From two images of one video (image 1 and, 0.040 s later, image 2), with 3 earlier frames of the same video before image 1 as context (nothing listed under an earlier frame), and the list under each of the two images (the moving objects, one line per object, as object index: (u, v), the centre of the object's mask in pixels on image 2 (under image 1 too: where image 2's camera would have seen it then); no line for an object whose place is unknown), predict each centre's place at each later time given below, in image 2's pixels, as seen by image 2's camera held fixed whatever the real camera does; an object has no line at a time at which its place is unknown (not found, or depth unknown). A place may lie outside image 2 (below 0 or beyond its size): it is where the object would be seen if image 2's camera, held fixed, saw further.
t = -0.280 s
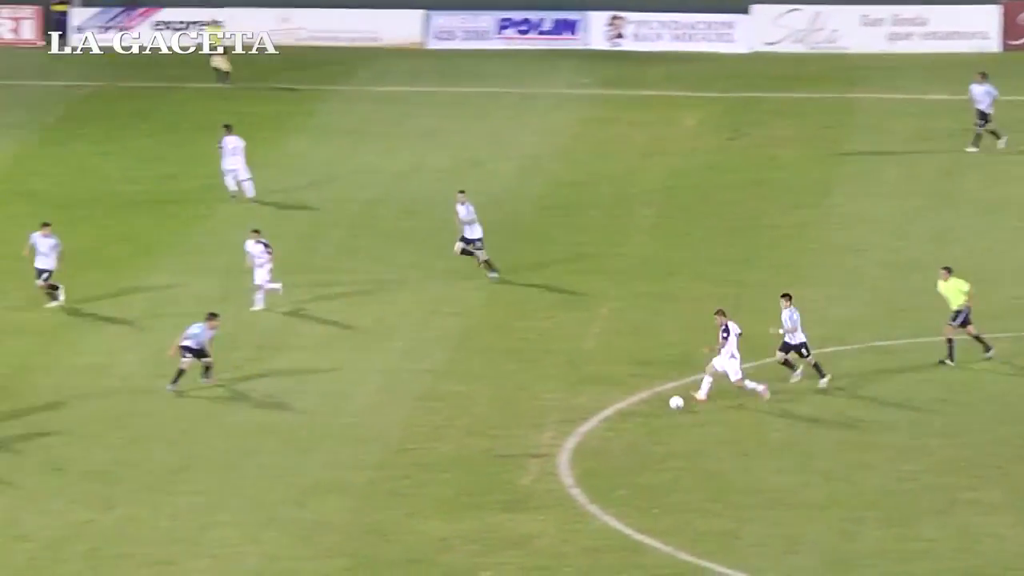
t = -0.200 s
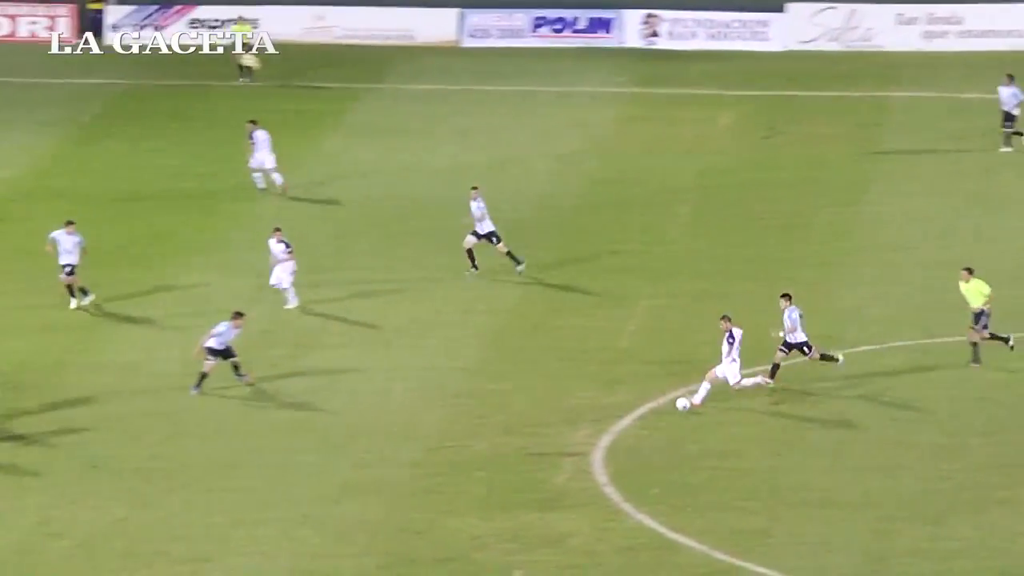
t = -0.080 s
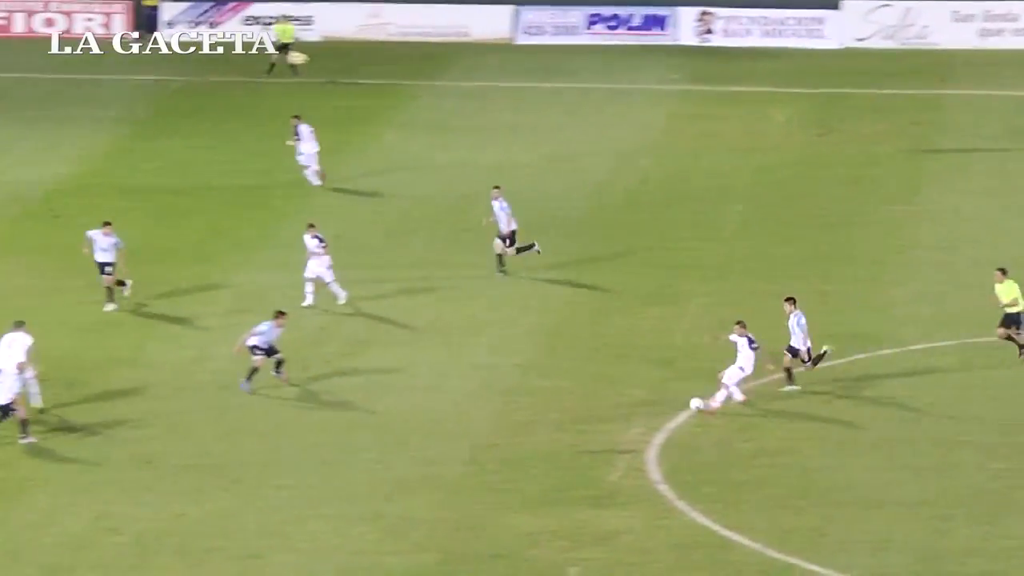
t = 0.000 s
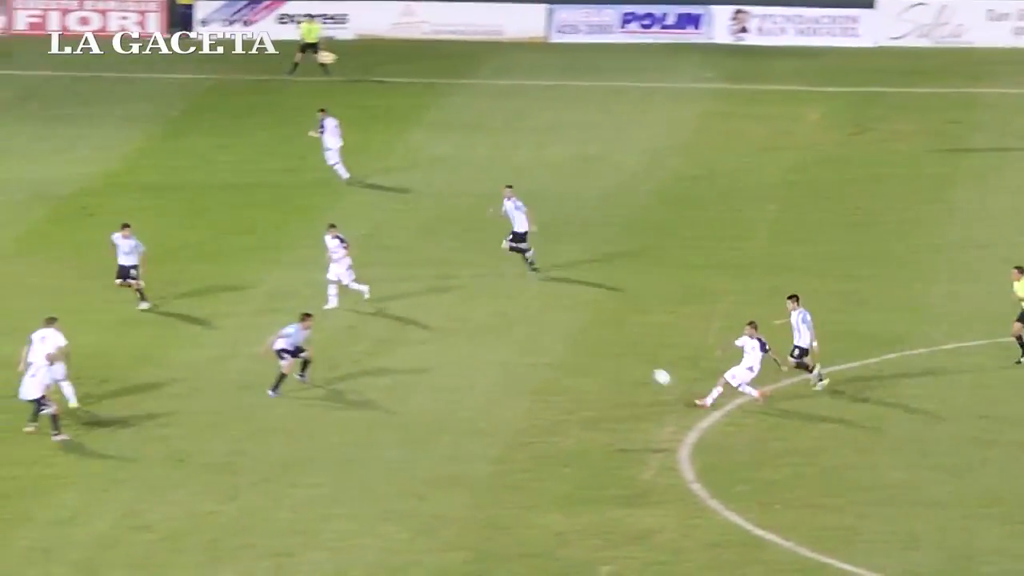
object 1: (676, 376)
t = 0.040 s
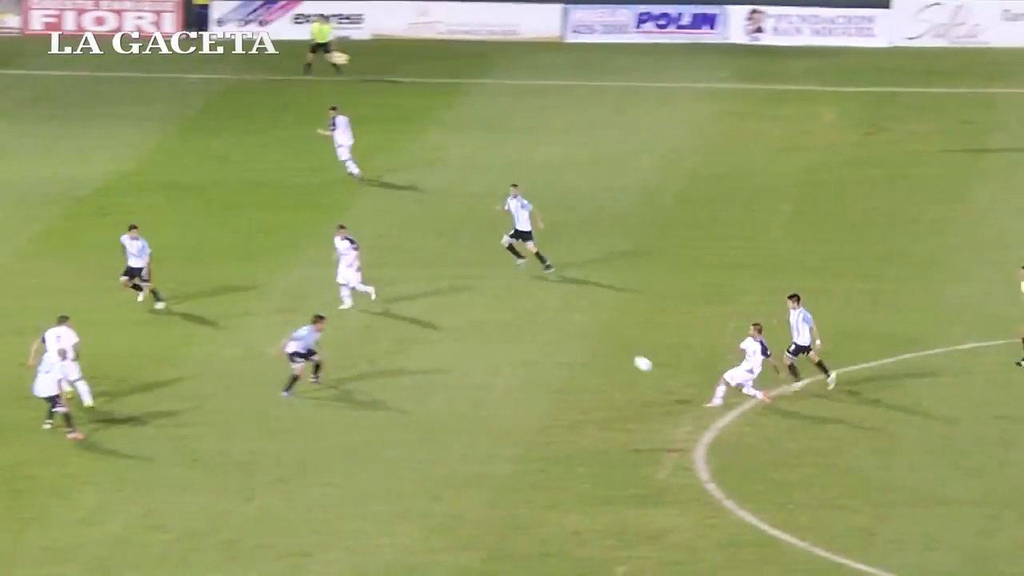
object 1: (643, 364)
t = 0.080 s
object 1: (611, 351)
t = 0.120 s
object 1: (579, 341)
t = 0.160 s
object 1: (548, 331)
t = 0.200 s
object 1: (519, 322)
